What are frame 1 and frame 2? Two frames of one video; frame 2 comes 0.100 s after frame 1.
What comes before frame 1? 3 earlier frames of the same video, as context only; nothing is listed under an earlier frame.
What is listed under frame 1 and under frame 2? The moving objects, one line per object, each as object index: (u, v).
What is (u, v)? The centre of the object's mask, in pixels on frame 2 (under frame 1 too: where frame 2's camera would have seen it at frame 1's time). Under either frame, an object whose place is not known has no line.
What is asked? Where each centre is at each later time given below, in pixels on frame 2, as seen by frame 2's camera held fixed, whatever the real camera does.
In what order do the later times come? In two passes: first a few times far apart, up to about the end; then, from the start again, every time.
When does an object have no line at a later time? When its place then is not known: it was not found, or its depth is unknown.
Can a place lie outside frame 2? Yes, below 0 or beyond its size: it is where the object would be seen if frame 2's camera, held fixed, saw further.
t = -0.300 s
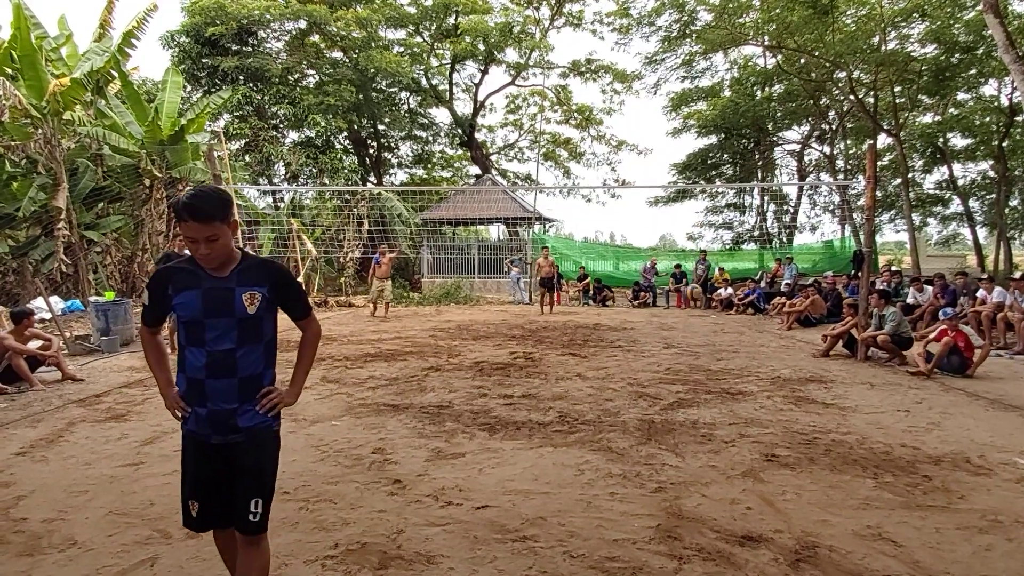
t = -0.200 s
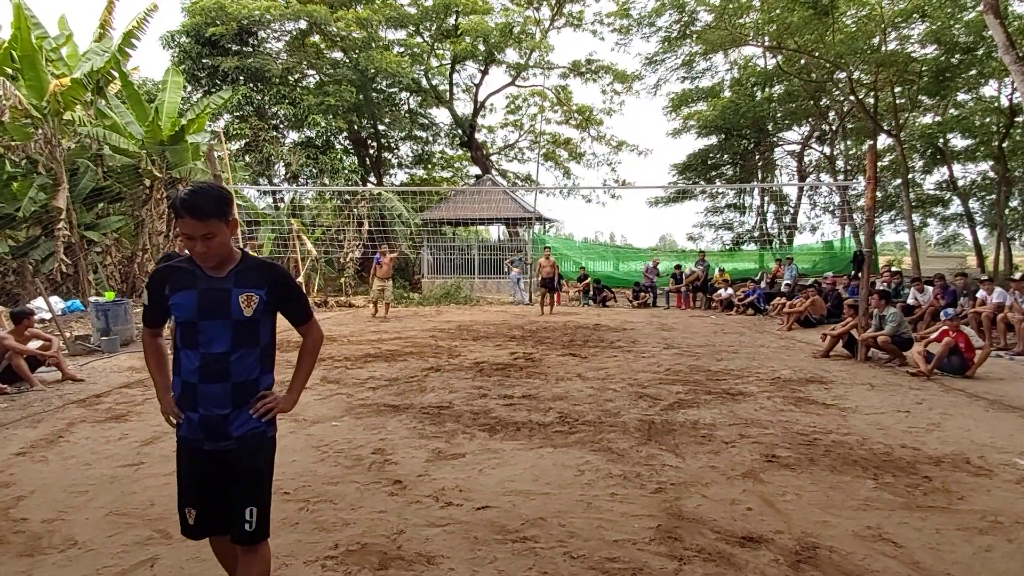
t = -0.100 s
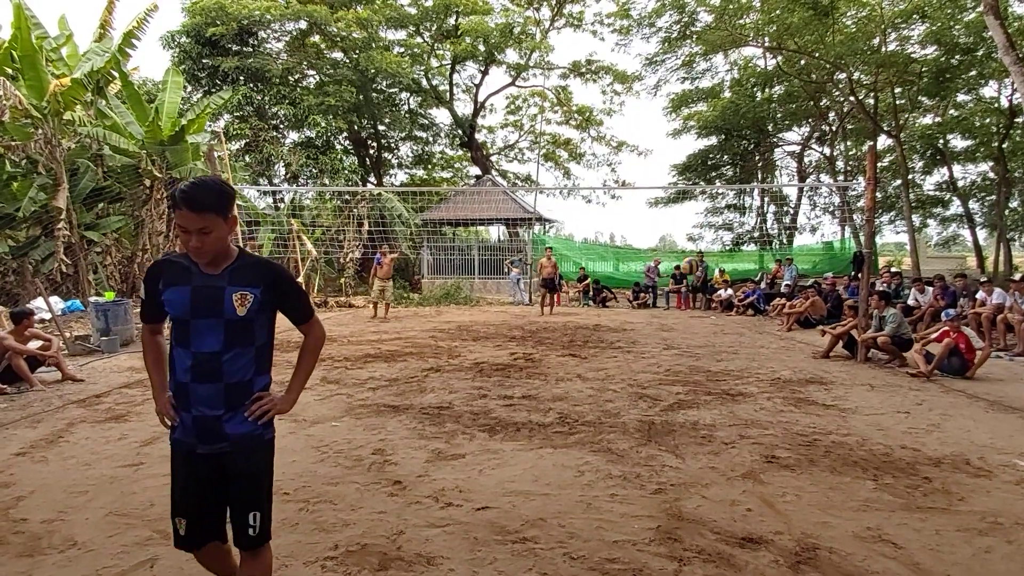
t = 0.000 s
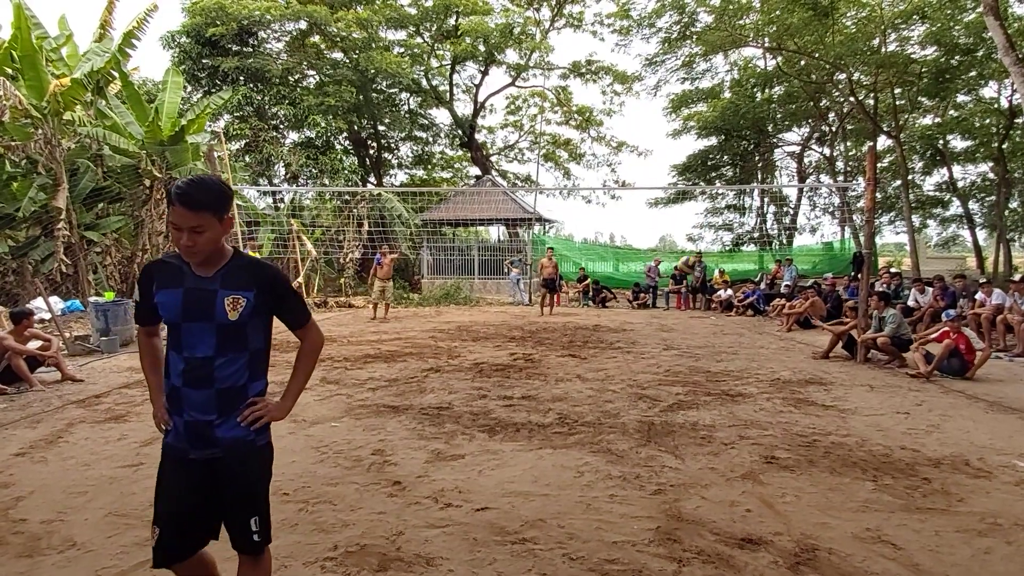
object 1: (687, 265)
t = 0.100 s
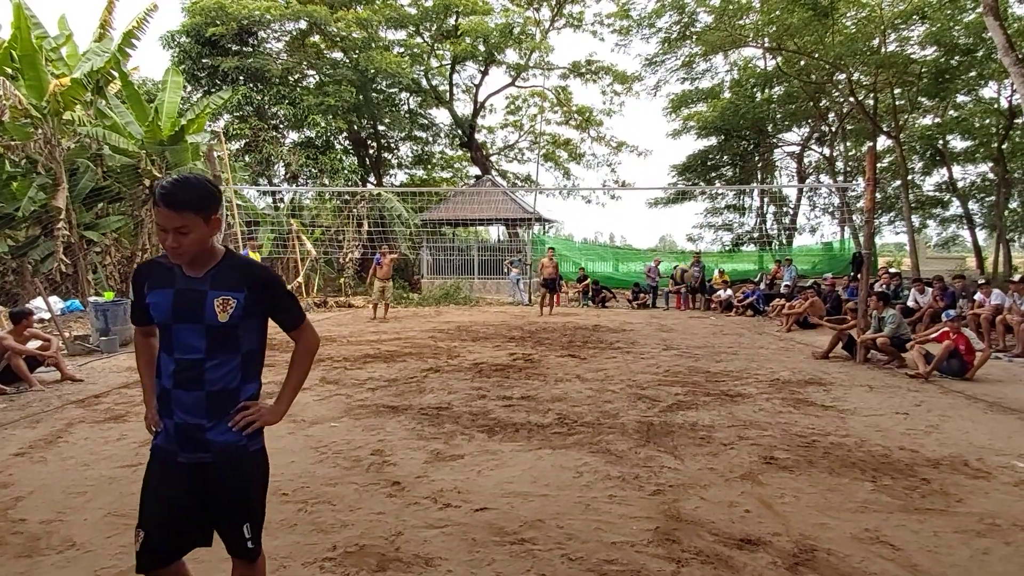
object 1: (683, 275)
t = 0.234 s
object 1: (680, 301)
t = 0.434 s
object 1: (672, 385)
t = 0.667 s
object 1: (670, 368)
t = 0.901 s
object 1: (669, 365)
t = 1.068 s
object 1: (668, 422)
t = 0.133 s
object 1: (682, 278)
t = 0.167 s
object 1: (681, 285)
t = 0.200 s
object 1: (681, 292)
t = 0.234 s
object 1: (680, 301)
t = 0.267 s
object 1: (679, 311)
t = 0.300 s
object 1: (678, 324)
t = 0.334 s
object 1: (676, 337)
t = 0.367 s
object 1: (675, 351)
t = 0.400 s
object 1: (673, 367)
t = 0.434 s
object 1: (672, 385)
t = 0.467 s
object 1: (671, 406)
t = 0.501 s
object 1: (670, 406)
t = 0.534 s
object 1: (670, 396)
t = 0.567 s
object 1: (670, 387)
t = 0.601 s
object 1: (671, 380)
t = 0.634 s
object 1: (670, 373)
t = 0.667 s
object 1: (670, 368)
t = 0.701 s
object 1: (670, 363)
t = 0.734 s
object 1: (670, 359)
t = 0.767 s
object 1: (670, 357)
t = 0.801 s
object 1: (670, 357)
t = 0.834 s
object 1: (670, 358)
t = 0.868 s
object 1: (670, 361)
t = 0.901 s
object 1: (669, 365)
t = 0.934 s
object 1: (669, 372)
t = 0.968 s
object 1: (669, 381)
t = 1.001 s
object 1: (669, 392)
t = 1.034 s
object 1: (668, 406)
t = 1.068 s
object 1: (668, 422)
